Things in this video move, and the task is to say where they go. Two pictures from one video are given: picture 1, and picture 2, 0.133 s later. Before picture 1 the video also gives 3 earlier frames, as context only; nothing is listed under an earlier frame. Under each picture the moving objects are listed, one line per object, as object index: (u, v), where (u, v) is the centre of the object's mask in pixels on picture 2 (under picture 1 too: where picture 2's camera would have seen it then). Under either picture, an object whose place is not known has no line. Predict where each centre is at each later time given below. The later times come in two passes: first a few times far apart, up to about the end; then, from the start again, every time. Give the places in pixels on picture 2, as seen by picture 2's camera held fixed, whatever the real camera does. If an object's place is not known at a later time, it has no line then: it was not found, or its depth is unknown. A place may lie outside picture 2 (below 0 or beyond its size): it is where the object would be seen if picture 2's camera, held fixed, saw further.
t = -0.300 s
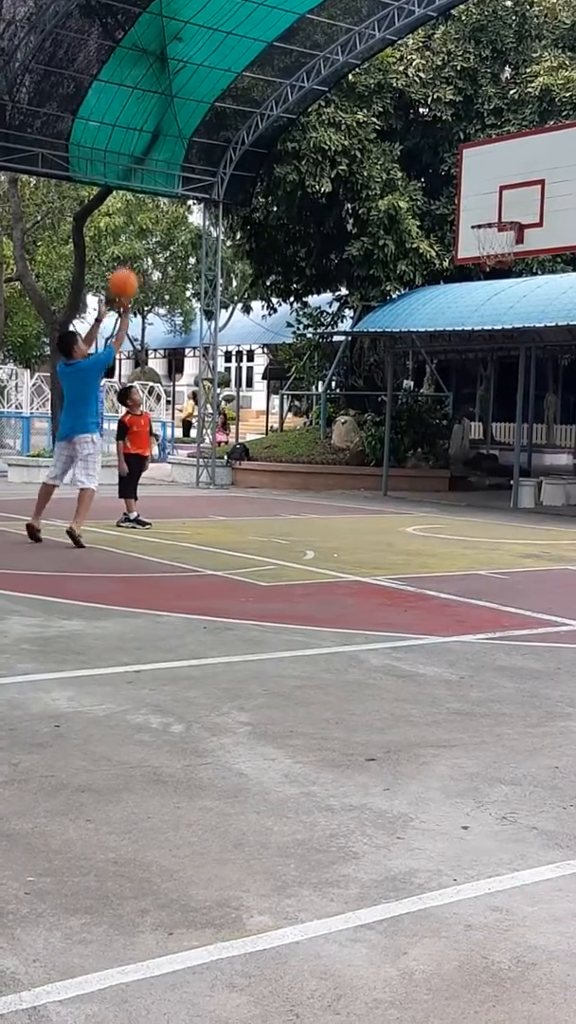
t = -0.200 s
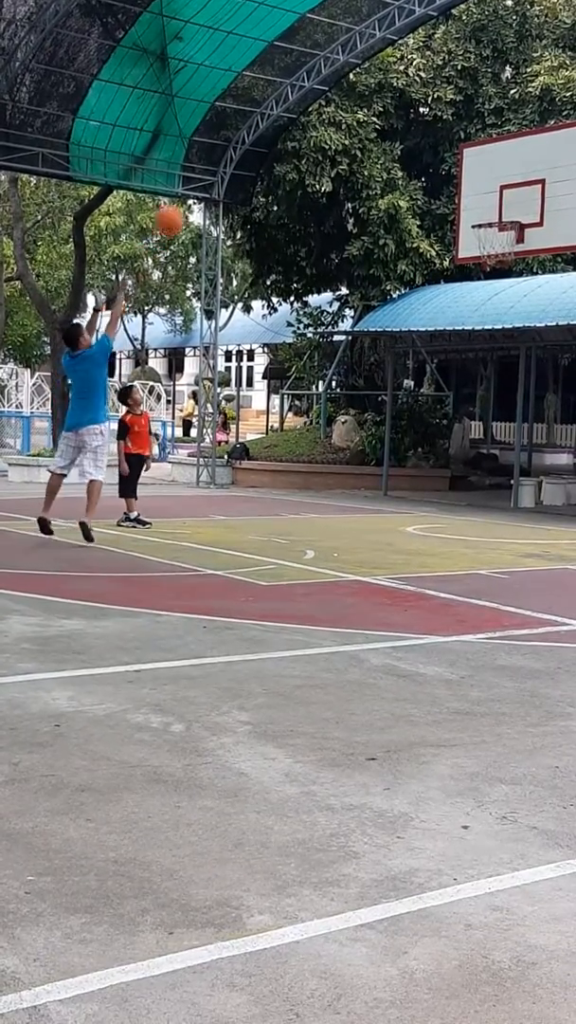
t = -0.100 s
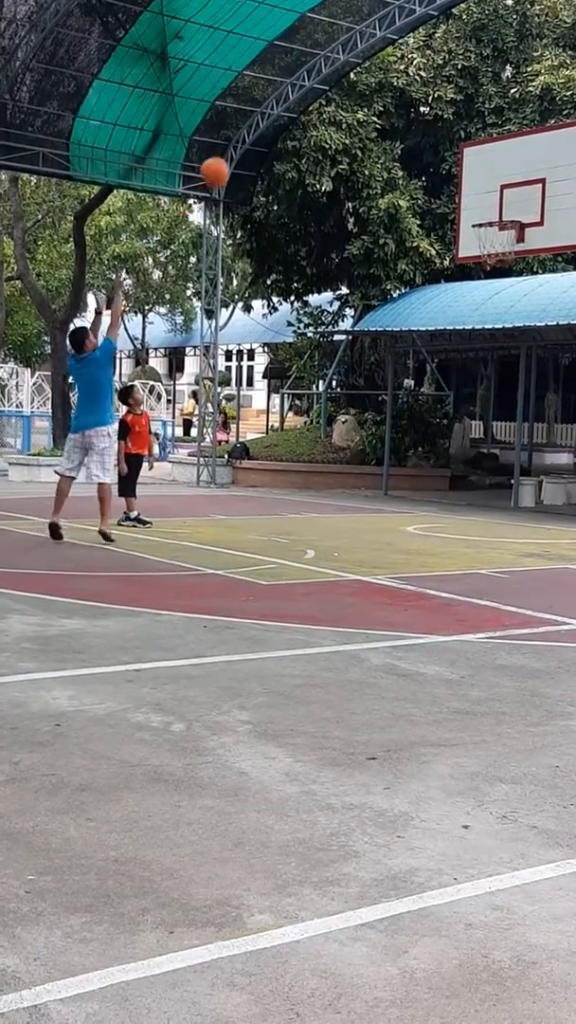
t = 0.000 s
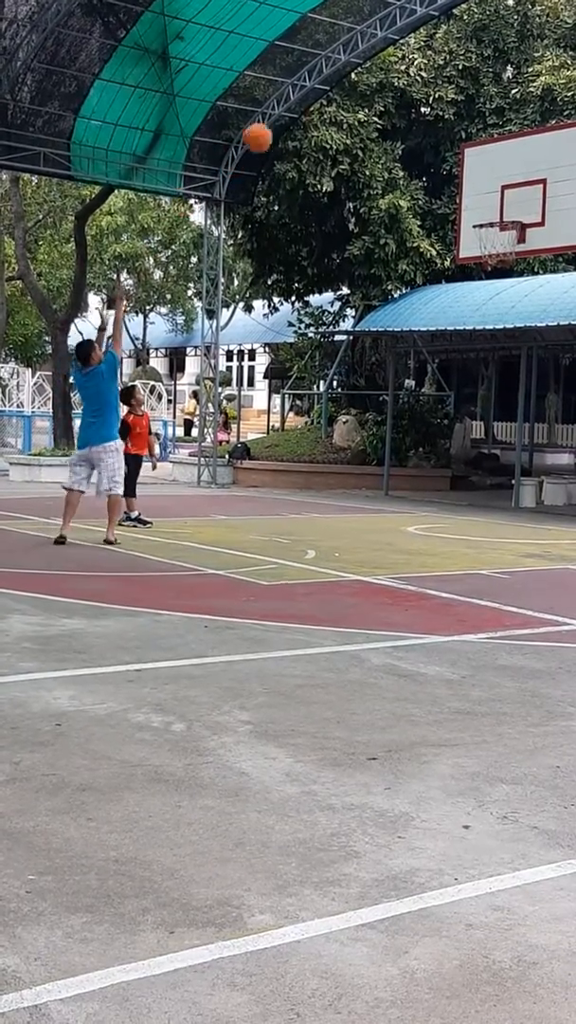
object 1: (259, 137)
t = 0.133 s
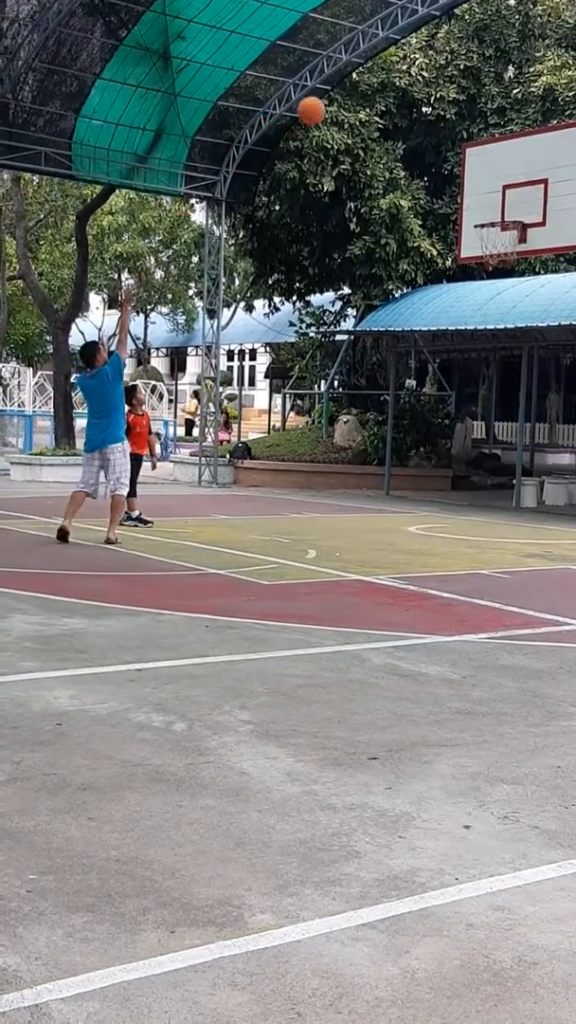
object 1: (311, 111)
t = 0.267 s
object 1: (359, 105)
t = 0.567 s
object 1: (454, 159)
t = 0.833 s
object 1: (498, 234)
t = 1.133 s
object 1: (464, 290)
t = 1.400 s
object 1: (440, 396)
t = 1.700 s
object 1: (423, 468)
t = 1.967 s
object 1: (429, 373)
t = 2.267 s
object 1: (429, 346)
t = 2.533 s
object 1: (426, 390)
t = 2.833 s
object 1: (419, 510)
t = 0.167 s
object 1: (323, 107)
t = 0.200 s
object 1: (335, 105)
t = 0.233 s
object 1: (347, 104)
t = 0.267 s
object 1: (359, 105)
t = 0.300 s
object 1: (371, 106)
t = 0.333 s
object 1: (382, 109)
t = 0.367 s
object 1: (393, 113)
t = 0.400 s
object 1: (404, 118)
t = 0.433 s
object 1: (414, 124)
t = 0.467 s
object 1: (425, 131)
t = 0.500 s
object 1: (435, 140)
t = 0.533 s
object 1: (445, 149)
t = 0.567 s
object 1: (454, 159)
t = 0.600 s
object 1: (463, 170)
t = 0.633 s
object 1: (474, 183)
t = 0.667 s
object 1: (482, 196)
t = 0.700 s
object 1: (491, 210)
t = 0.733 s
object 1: (499, 222)
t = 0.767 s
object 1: (502, 224)
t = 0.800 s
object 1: (504, 228)
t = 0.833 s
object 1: (498, 234)
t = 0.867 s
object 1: (491, 242)
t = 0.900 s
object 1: (486, 249)
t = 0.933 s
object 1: (481, 252)
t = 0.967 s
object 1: (478, 257)
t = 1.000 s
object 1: (475, 261)
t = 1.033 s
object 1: (473, 267)
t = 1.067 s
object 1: (470, 273)
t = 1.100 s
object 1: (467, 281)
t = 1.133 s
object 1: (464, 290)
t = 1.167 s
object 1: (461, 300)
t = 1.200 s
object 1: (459, 311)
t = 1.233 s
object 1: (455, 323)
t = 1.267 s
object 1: (452, 336)
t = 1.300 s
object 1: (449, 349)
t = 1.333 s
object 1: (446, 364)
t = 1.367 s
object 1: (443, 380)
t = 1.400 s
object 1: (440, 396)
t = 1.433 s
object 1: (437, 413)
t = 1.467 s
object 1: (434, 432)
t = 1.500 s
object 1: (431, 451)
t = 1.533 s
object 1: (427, 470)
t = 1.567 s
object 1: (424, 490)
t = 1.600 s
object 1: (421, 513)
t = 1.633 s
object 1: (422, 503)
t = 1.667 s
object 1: (423, 485)
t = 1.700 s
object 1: (423, 468)
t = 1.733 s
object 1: (424, 453)
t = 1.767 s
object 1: (425, 438)
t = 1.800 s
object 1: (426, 424)
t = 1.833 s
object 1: (426, 412)
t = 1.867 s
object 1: (427, 401)
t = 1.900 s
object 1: (428, 391)
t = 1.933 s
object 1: (428, 381)
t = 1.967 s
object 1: (429, 373)
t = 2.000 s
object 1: (429, 366)
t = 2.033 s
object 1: (429, 360)
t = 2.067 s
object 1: (429, 355)
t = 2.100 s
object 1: (429, 351)
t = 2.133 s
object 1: (430, 348)
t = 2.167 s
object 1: (429, 346)
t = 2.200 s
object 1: (429, 345)
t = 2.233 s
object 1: (429, 345)
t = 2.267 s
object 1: (429, 346)
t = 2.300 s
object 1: (429, 348)
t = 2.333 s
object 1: (429, 351)
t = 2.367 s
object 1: (429, 355)
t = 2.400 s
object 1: (428, 360)
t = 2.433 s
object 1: (428, 365)
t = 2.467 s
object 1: (427, 372)
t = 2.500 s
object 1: (427, 380)
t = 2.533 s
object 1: (426, 390)
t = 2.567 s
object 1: (425, 399)
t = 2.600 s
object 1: (425, 410)
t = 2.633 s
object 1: (424, 422)
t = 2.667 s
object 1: (423, 434)
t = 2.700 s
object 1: (423, 447)
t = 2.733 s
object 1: (422, 462)
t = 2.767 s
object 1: (421, 478)
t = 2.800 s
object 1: (420, 493)
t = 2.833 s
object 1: (419, 510)
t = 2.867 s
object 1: (419, 499)
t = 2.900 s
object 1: (419, 485)
